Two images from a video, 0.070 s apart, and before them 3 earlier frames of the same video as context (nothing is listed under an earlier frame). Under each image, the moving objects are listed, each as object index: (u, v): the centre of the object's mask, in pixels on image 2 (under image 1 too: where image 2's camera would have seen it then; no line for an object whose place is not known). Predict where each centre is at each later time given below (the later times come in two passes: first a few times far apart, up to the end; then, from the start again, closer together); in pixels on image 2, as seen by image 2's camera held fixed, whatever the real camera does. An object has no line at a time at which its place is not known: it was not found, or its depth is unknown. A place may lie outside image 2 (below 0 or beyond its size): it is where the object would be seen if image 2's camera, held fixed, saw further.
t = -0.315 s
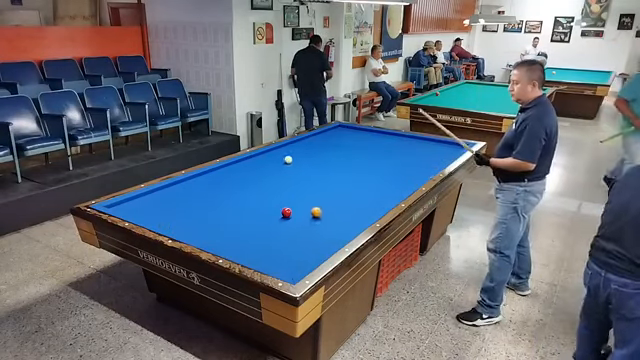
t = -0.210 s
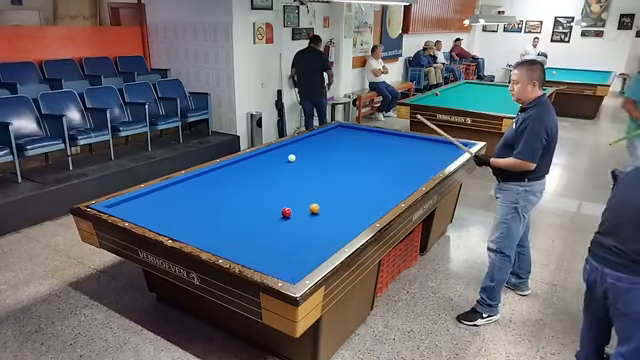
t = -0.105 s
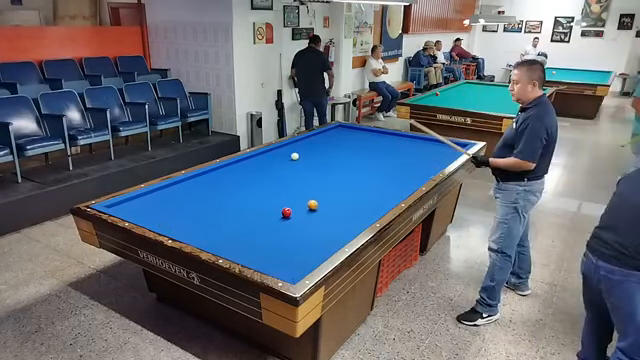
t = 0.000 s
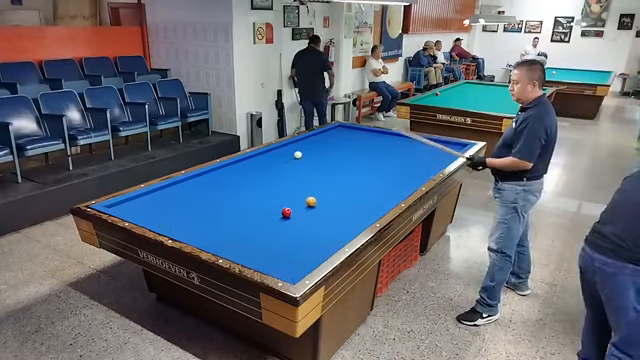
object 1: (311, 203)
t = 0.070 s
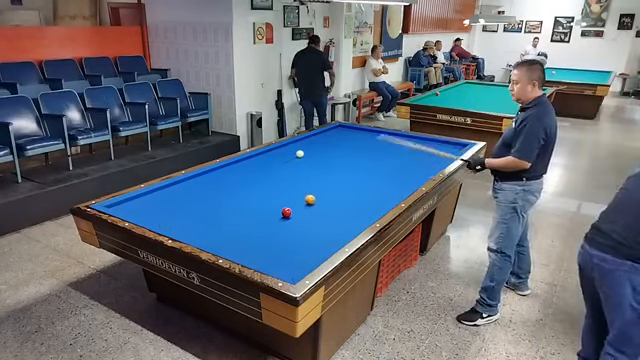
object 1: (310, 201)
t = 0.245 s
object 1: (308, 196)
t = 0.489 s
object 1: (304, 188)
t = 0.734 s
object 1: (301, 182)
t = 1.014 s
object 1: (297, 175)
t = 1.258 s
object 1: (295, 170)
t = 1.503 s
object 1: (293, 165)
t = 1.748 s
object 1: (291, 161)
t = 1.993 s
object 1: (288, 156)
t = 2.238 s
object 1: (286, 153)
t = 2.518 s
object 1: (285, 149)
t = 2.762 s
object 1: (283, 146)
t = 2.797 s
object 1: (284, 146)
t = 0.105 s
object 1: (310, 201)
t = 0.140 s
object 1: (309, 200)
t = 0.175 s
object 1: (309, 198)
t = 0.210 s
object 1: (308, 197)
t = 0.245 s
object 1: (308, 196)
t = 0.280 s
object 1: (307, 195)
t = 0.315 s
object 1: (307, 194)
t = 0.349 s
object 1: (306, 193)
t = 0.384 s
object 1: (305, 191)
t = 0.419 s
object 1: (305, 190)
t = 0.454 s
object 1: (305, 189)
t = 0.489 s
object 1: (304, 188)
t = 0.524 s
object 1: (304, 187)
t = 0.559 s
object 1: (303, 186)
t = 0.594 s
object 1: (302, 185)
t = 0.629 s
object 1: (302, 185)
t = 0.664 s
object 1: (302, 184)
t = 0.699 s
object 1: (301, 183)
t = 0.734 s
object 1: (301, 182)
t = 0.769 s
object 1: (300, 181)
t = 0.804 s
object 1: (300, 180)
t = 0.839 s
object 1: (300, 179)
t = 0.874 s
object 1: (299, 179)
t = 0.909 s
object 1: (299, 178)
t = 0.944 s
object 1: (298, 176)
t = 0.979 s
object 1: (297, 175)
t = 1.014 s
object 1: (297, 175)
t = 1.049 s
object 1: (297, 174)
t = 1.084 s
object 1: (296, 173)
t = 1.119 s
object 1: (296, 173)
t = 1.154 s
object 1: (296, 172)
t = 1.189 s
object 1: (295, 171)
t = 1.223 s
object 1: (295, 170)
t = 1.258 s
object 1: (295, 170)
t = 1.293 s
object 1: (294, 169)
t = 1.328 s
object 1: (294, 168)
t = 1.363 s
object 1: (294, 168)
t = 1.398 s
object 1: (293, 167)
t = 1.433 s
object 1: (293, 166)
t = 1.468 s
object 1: (293, 166)
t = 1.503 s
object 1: (293, 165)
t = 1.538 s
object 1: (292, 165)
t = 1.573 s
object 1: (292, 164)
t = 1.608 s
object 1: (292, 163)
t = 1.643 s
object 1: (291, 163)
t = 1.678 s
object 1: (291, 162)
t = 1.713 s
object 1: (291, 161)
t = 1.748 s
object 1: (291, 161)
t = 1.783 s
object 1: (290, 160)
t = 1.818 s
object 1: (290, 159)
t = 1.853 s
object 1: (289, 159)
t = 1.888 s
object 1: (289, 158)
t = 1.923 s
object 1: (289, 158)
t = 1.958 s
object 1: (289, 157)
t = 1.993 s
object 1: (288, 156)
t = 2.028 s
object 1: (288, 156)
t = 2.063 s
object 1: (288, 156)
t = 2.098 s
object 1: (288, 155)
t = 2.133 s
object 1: (288, 155)
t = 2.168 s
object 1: (287, 154)
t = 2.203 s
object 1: (287, 154)
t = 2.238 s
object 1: (286, 153)
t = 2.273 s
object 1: (286, 153)
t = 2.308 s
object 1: (286, 152)
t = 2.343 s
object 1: (286, 152)
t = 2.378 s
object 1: (285, 151)
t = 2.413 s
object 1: (285, 151)
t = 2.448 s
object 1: (285, 150)
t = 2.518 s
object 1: (285, 149)
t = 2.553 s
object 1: (284, 149)
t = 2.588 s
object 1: (284, 148)
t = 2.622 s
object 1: (284, 148)
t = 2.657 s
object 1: (284, 148)
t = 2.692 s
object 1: (283, 147)
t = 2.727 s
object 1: (283, 147)
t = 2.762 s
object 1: (283, 146)
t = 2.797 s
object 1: (284, 146)
